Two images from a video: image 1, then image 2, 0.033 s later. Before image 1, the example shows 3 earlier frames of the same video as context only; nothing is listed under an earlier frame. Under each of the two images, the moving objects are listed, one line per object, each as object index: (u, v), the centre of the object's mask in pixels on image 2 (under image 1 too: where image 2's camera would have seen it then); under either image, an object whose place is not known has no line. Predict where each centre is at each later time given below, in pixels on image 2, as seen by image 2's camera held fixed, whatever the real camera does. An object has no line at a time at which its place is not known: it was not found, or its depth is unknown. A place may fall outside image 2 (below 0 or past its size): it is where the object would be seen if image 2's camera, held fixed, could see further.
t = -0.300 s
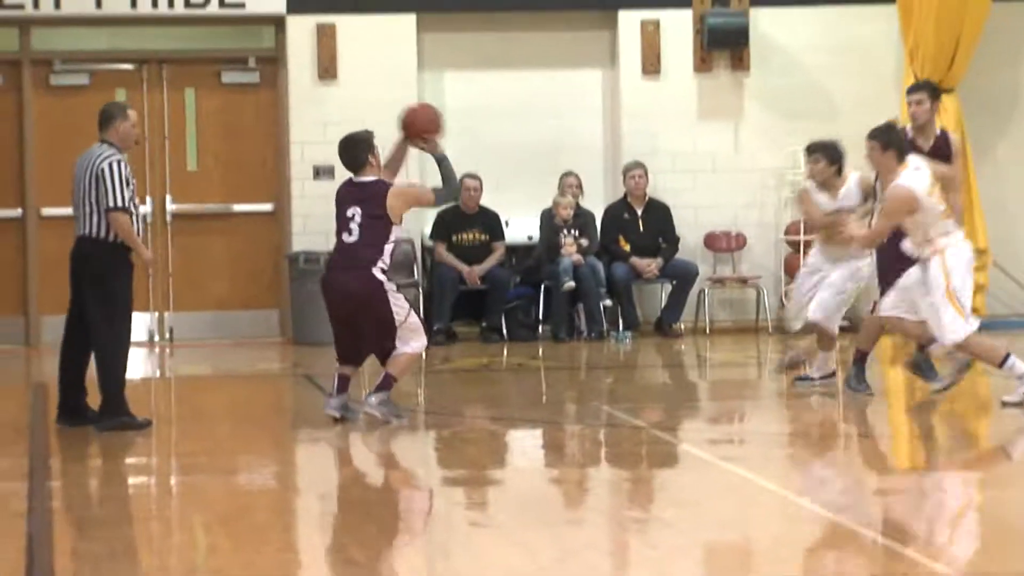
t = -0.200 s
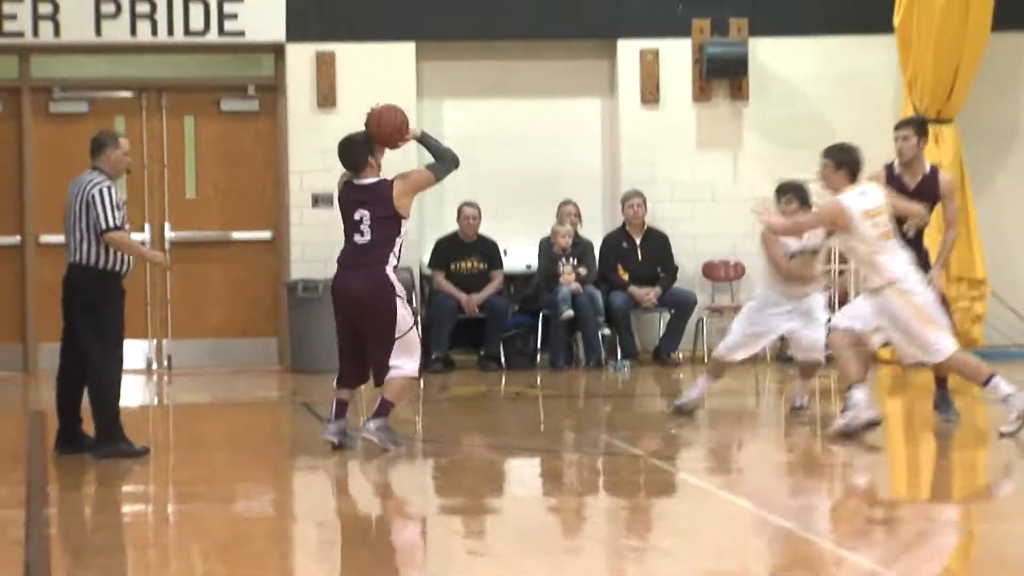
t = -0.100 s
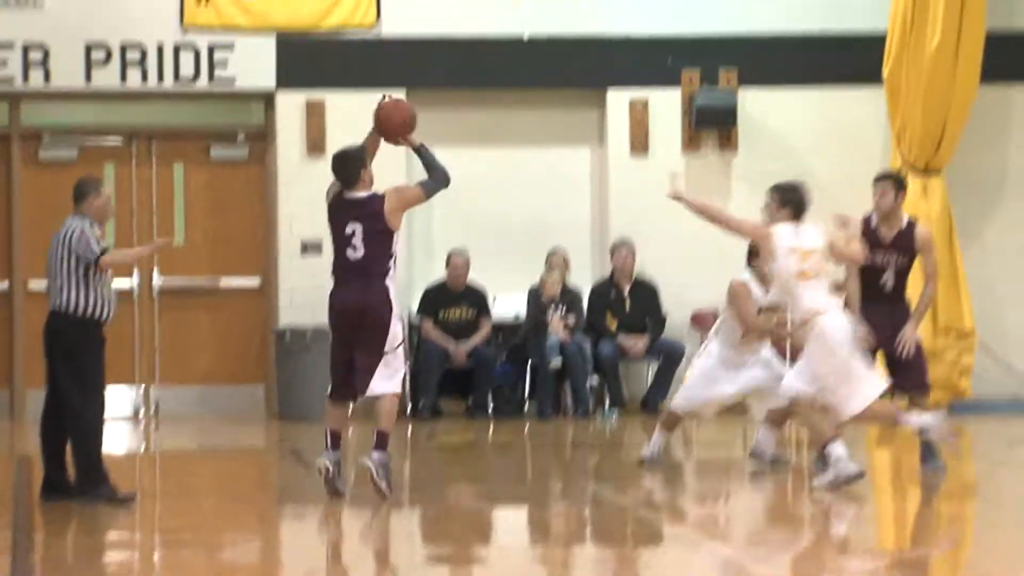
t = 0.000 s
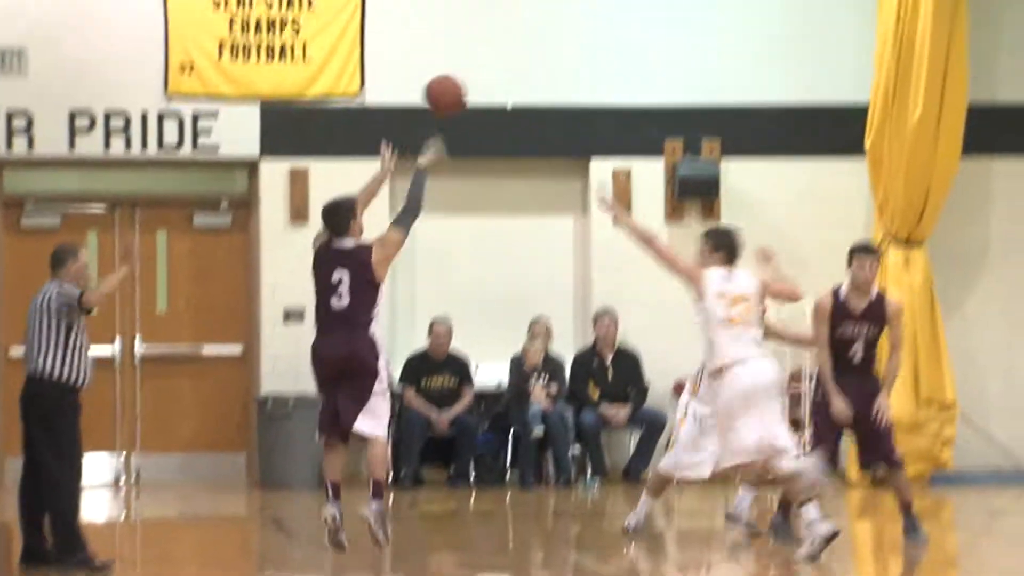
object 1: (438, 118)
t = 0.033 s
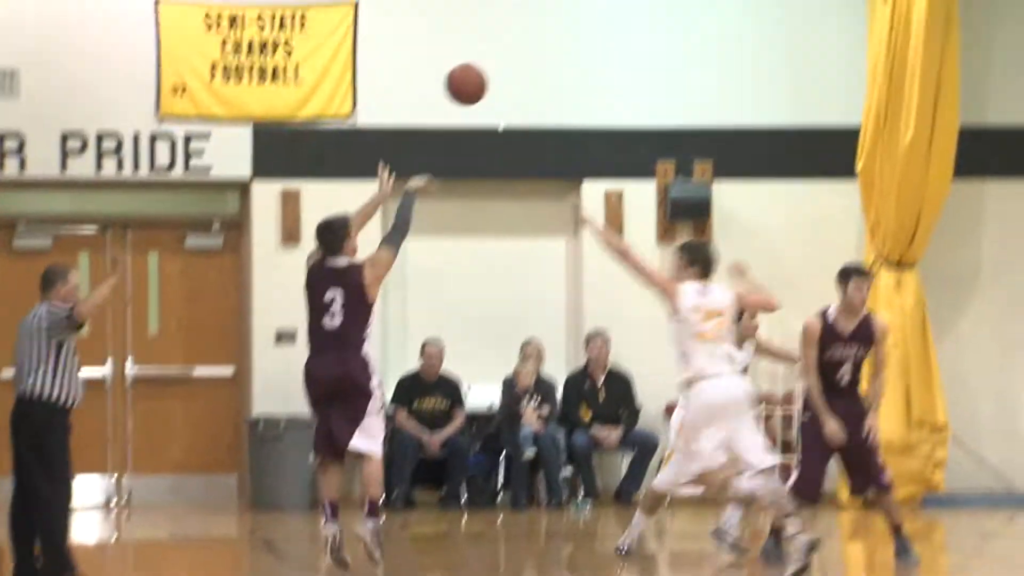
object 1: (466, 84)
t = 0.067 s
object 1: (496, 53)
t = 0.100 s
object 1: (523, 24)
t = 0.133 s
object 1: (552, -2)
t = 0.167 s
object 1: (580, -25)
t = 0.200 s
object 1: (607, -47)
